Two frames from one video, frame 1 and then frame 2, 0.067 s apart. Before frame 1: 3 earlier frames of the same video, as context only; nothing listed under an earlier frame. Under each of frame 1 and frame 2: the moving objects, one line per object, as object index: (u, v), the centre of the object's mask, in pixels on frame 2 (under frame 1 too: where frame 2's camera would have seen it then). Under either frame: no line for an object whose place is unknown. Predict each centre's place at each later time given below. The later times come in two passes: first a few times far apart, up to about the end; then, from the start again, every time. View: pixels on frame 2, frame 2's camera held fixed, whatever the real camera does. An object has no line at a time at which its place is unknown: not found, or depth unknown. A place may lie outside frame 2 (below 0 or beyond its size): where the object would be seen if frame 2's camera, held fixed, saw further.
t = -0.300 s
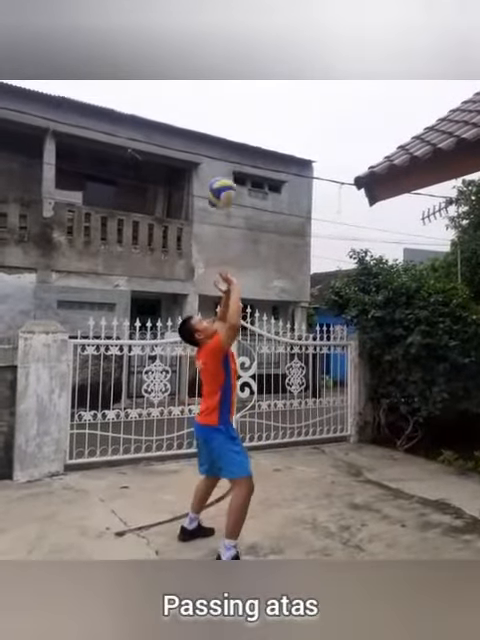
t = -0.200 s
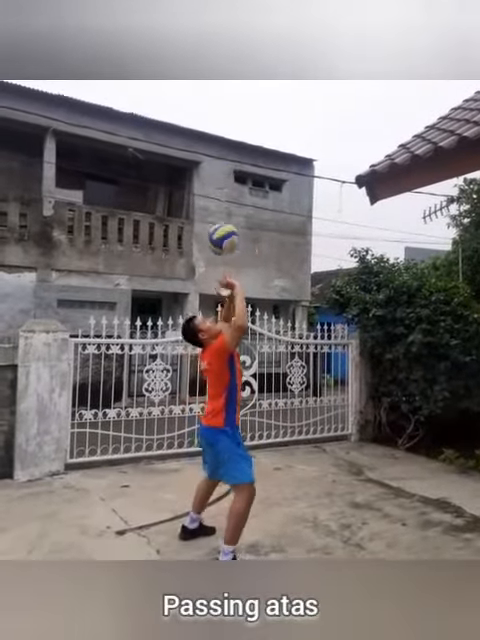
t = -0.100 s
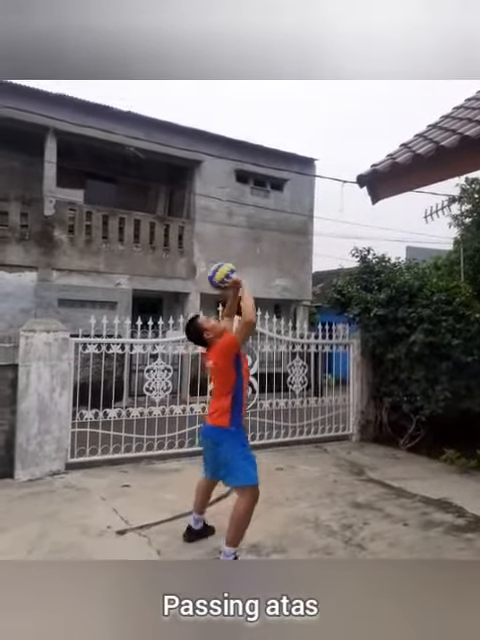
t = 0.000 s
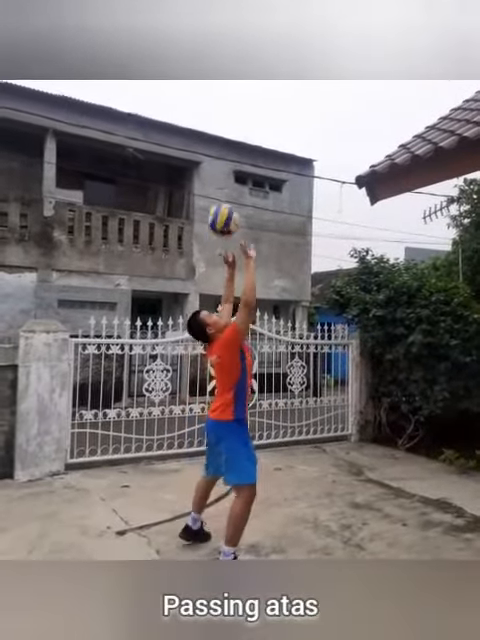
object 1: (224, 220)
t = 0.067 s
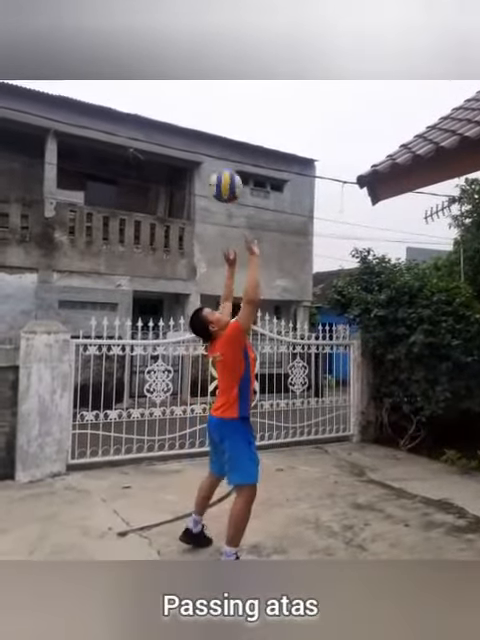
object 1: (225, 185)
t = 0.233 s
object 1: (228, 128)
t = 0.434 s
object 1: (232, 113)
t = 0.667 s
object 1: (238, 178)
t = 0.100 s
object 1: (227, 171)
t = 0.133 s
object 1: (227, 158)
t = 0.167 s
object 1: (227, 147)
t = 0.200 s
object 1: (227, 136)
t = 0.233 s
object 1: (228, 128)
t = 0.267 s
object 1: (229, 121)
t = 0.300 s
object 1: (230, 117)
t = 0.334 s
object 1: (230, 113)
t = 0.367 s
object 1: (232, 112)
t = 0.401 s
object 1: (232, 112)
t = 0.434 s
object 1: (232, 113)
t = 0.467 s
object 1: (233, 118)
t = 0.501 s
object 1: (234, 123)
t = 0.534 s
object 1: (235, 130)
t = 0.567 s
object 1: (235, 139)
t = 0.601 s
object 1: (236, 150)
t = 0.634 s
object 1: (237, 162)
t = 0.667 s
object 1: (238, 178)
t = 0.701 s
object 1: (238, 195)
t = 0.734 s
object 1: (239, 214)
